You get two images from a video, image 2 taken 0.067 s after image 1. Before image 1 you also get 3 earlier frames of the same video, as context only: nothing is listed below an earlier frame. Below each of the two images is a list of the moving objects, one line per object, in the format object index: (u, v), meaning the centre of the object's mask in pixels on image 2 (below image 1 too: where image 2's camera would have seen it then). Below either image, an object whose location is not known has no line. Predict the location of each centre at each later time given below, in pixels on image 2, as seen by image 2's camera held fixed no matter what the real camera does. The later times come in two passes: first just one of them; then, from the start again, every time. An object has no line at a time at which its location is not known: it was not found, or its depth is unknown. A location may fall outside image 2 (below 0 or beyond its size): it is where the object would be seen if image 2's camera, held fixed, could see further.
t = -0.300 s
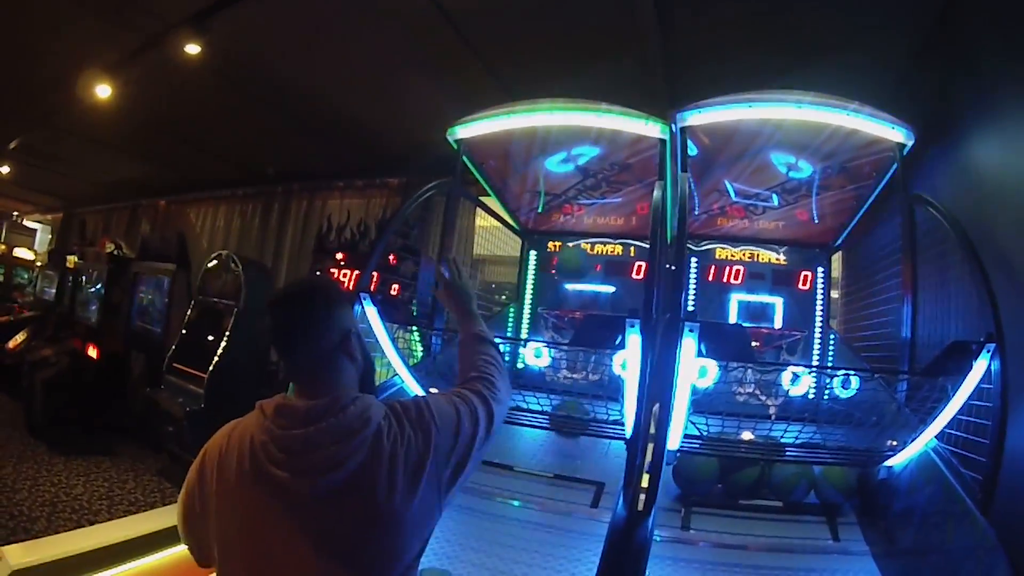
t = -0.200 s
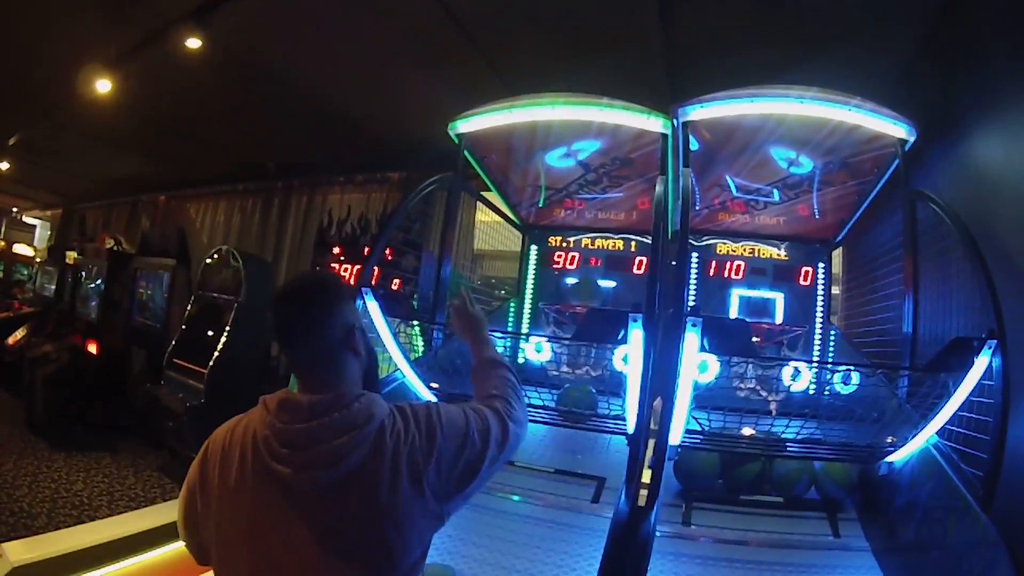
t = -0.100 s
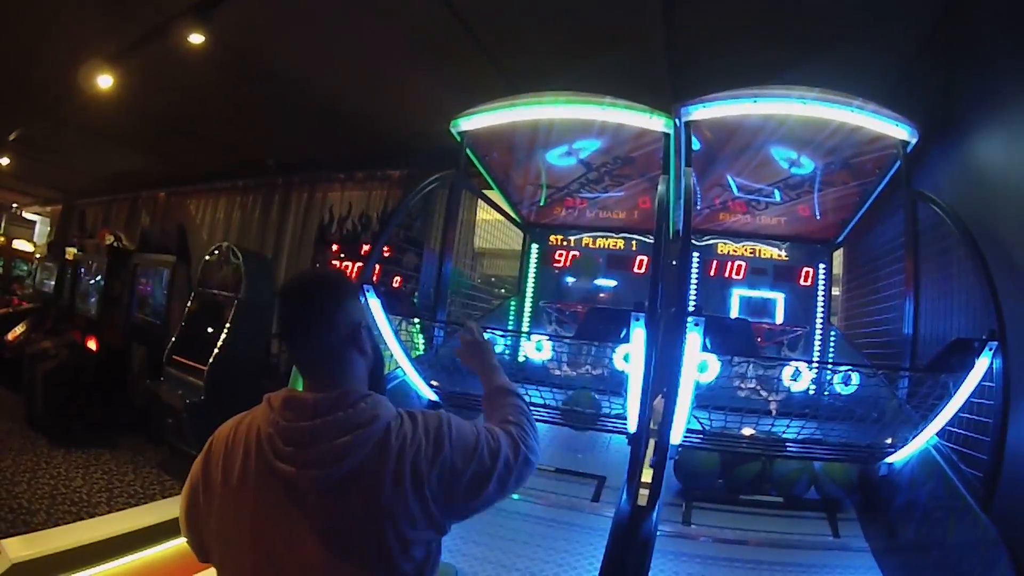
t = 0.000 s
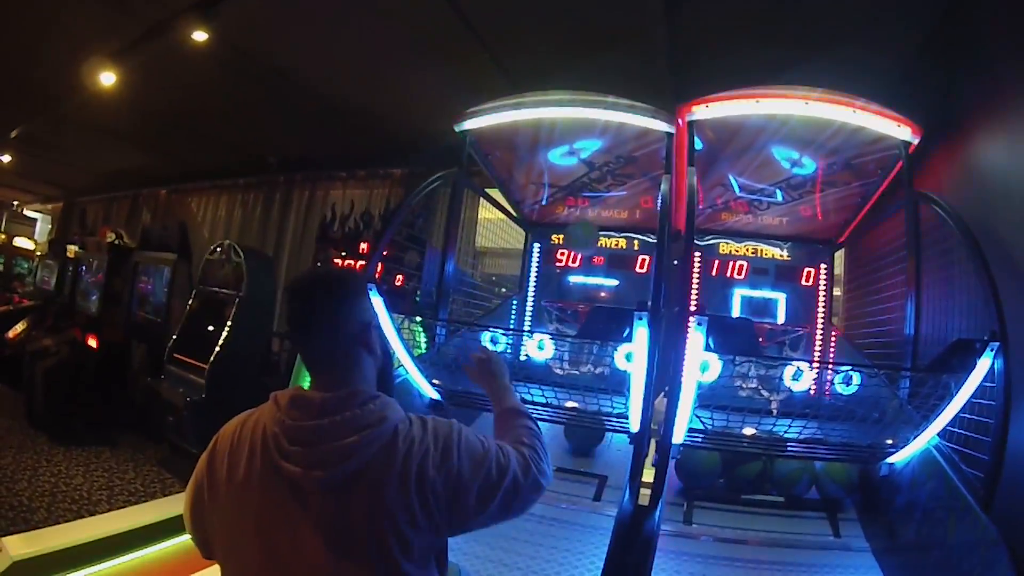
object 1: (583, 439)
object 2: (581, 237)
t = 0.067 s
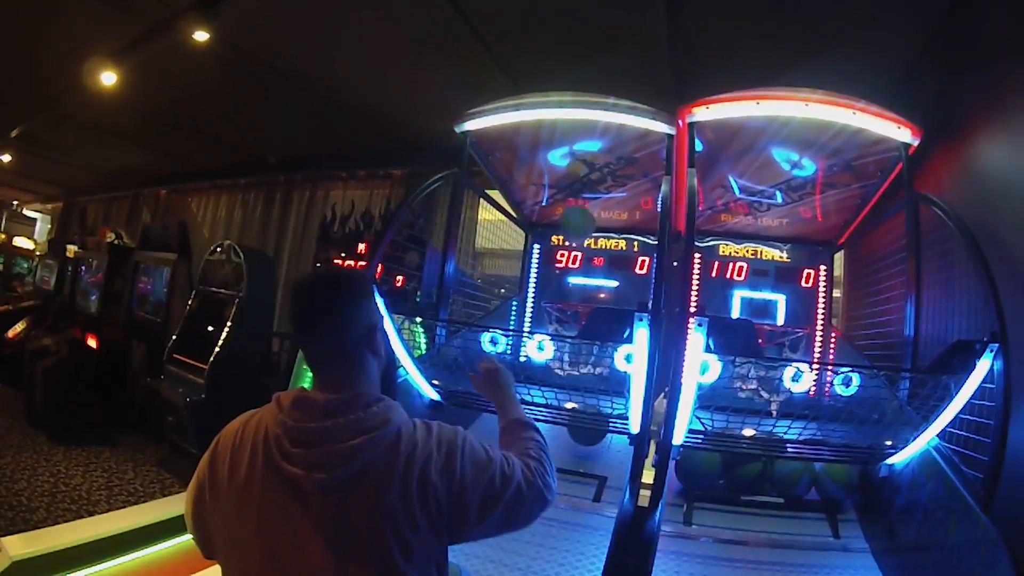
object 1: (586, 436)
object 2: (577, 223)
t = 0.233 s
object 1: (592, 444)
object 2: (558, 219)
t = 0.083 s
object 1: (587, 435)
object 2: (575, 221)
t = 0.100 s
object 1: (588, 436)
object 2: (574, 219)
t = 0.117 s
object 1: (588, 436)
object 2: (573, 218)
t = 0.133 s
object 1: (589, 436)
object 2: (571, 216)
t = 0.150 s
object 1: (589, 437)
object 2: (569, 216)
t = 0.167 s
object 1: (590, 439)
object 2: (567, 215)
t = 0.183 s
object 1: (590, 440)
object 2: (565, 215)
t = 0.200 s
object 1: (591, 442)
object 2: (564, 215)
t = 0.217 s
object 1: (591, 445)
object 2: (562, 217)
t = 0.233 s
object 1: (592, 444)
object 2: (558, 219)
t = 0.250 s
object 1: (593, 444)
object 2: (557, 220)
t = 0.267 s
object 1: (593, 444)
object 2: (554, 223)
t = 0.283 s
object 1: (594, 444)
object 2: (551, 227)
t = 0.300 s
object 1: (595, 444)
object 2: (549, 230)
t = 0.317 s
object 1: (596, 445)
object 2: (547, 235)
